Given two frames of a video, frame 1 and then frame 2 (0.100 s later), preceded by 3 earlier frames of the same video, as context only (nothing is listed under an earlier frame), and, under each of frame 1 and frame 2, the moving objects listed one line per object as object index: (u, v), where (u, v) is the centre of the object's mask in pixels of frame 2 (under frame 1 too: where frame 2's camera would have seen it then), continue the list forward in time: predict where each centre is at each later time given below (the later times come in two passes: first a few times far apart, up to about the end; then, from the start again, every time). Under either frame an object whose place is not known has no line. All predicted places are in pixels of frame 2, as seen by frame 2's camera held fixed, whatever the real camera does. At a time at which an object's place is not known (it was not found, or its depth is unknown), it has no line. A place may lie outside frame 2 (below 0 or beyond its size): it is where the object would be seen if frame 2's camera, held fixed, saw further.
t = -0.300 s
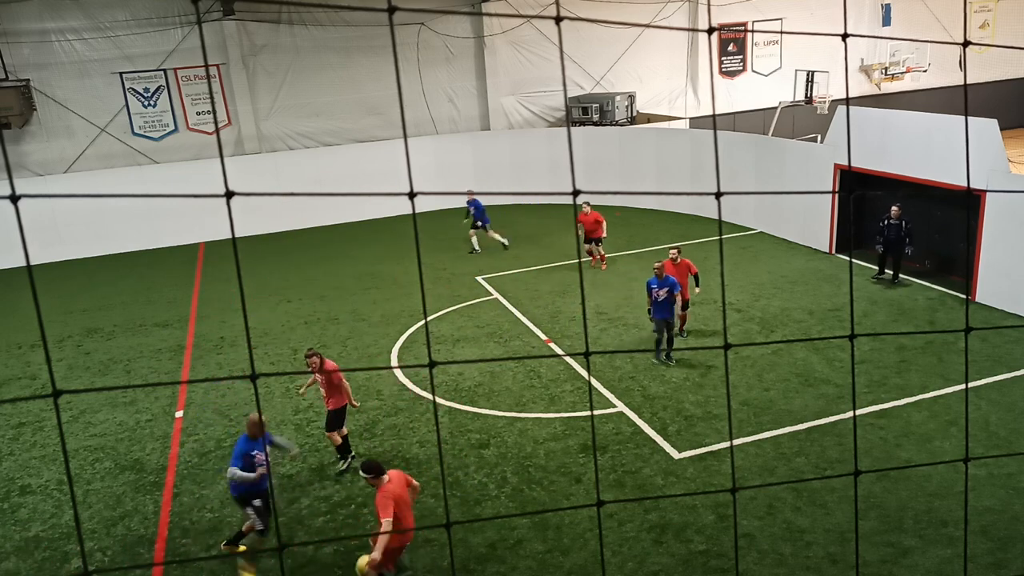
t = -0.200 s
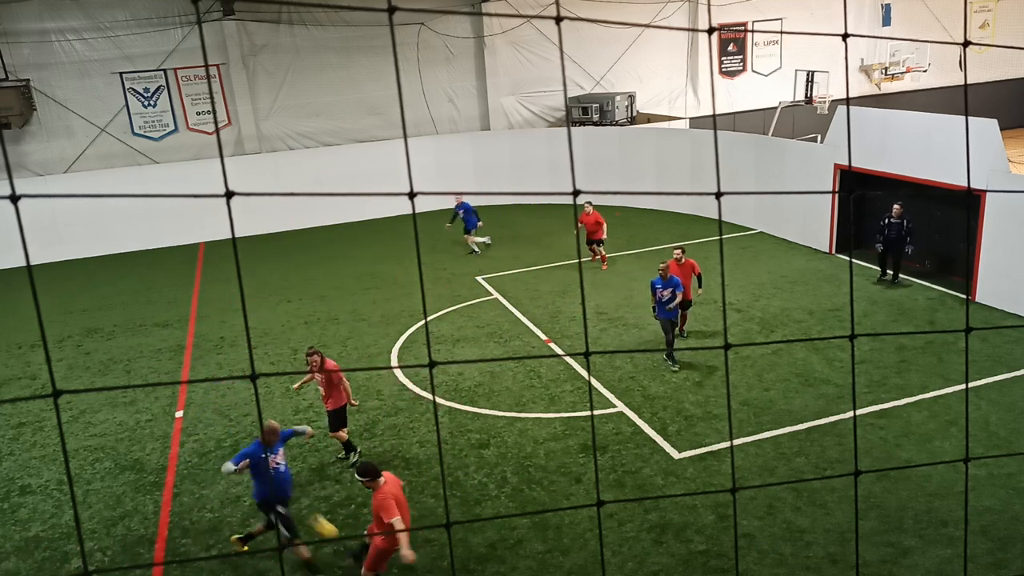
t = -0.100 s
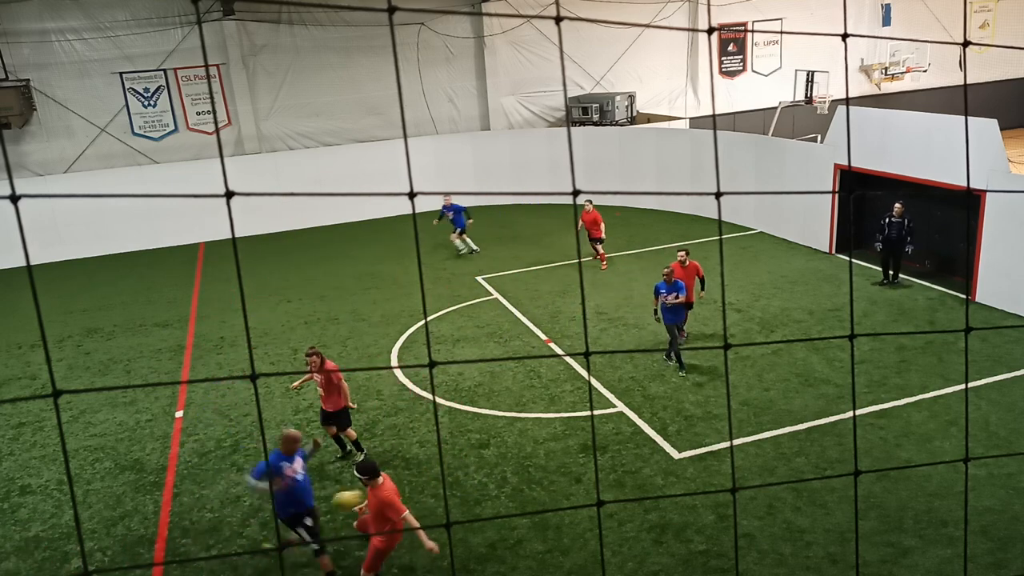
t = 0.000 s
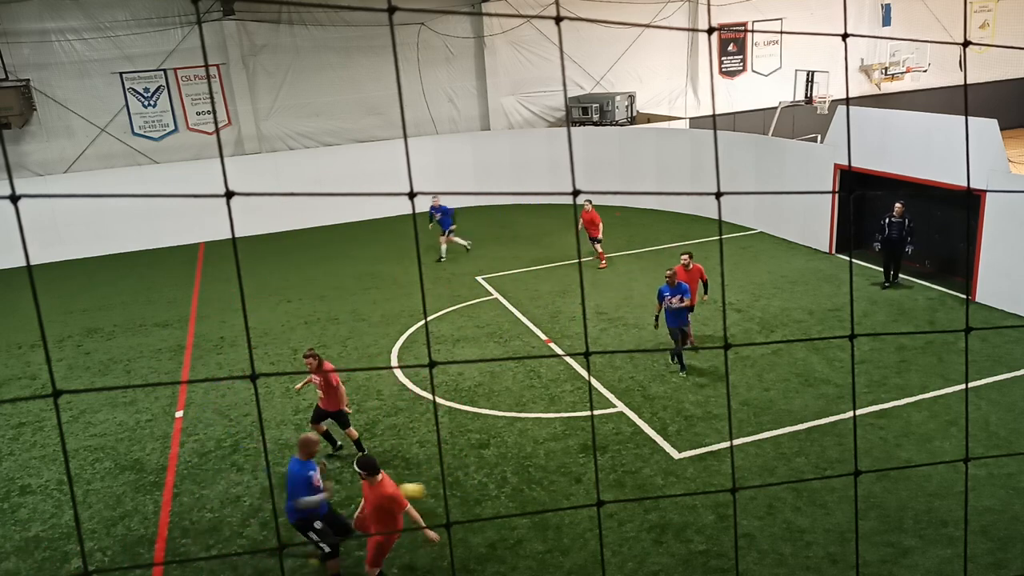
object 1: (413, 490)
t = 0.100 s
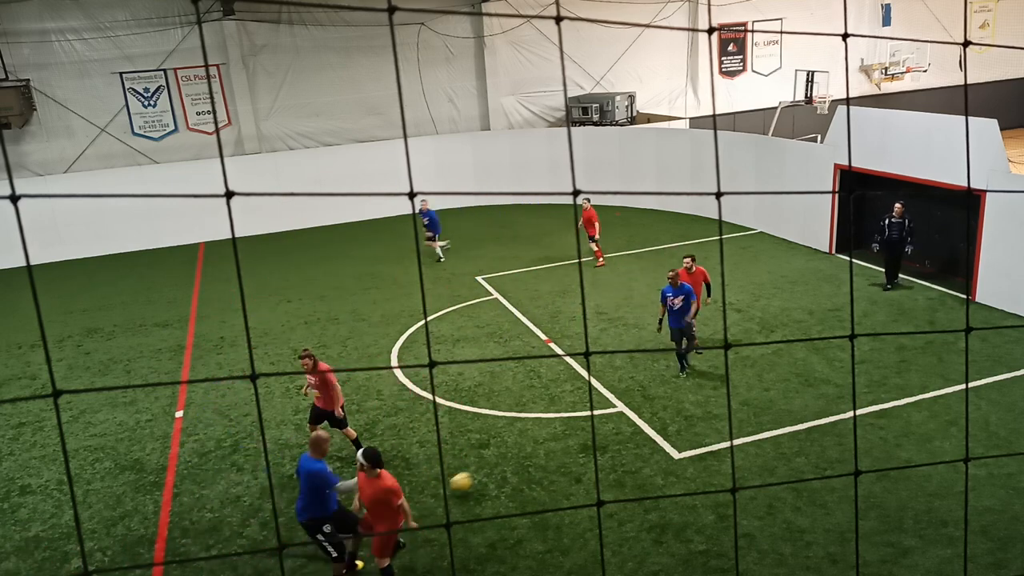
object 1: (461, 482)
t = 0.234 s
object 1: (506, 458)
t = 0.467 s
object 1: (582, 451)
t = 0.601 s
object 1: (626, 452)
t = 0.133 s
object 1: (472, 474)
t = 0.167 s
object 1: (483, 469)
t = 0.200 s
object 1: (495, 463)
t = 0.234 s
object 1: (506, 458)
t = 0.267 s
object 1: (517, 455)
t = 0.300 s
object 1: (528, 453)
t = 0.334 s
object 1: (539, 451)
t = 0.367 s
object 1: (550, 449)
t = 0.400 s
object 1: (561, 450)
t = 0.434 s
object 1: (572, 450)
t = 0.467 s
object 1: (582, 451)
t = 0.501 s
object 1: (594, 453)
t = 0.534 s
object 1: (606, 458)
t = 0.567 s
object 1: (616, 458)
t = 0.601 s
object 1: (626, 452)
